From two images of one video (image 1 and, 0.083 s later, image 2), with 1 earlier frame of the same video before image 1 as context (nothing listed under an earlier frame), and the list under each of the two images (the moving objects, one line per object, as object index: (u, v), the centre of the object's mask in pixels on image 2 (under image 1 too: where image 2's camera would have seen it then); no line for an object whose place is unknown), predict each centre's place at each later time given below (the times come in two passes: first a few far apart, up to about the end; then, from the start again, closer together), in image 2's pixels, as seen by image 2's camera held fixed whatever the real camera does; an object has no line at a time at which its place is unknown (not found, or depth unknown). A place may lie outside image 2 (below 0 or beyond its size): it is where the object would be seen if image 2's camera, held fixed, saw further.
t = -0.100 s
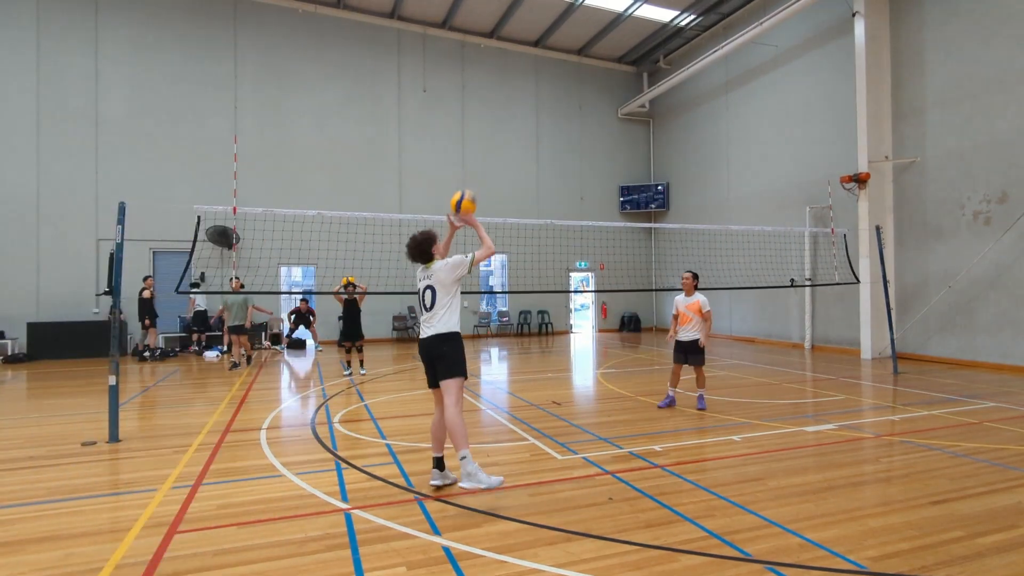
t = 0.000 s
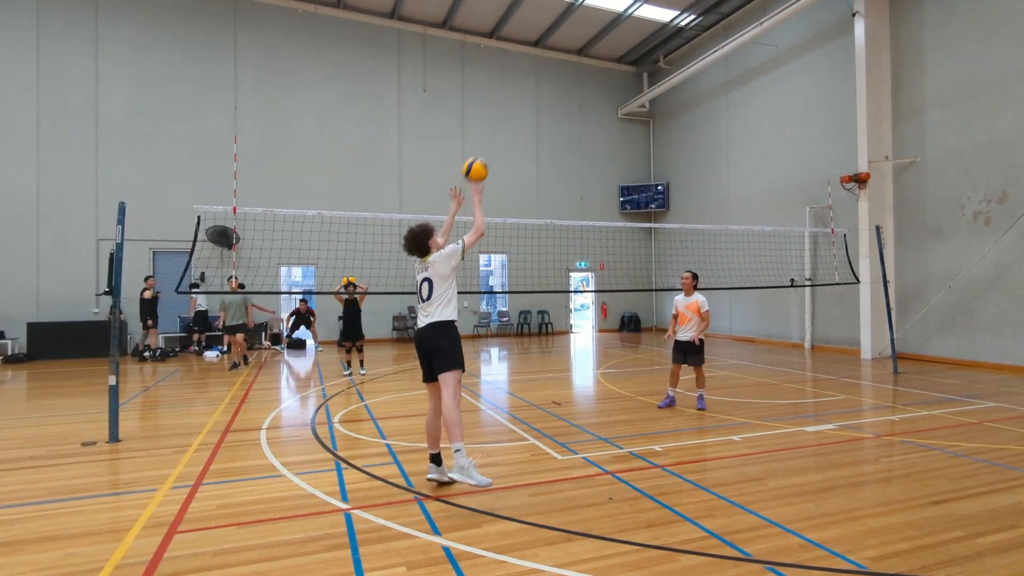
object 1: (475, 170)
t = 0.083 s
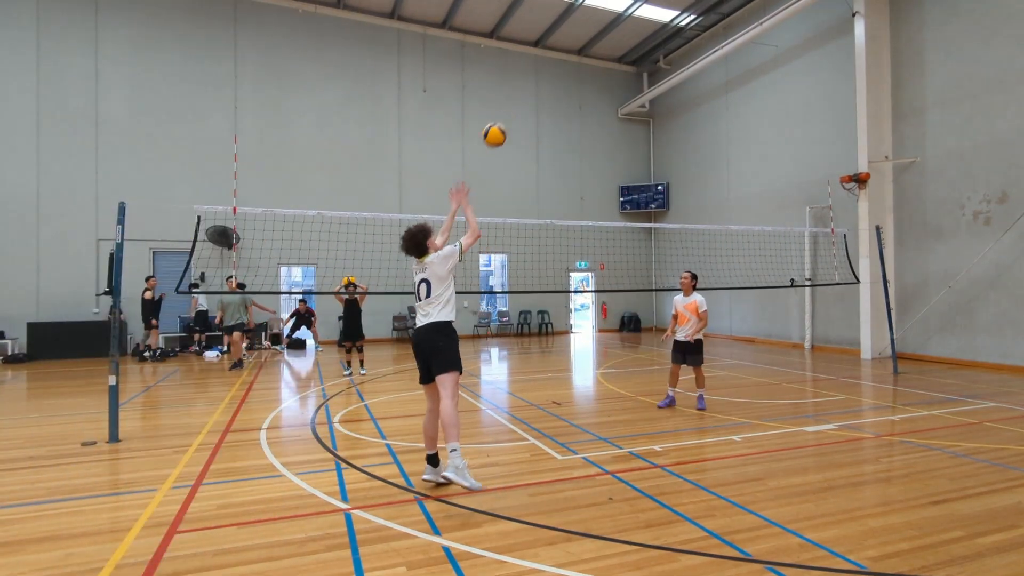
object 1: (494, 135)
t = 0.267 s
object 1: (532, 90)
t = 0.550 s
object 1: (577, 95)
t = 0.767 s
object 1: (606, 142)
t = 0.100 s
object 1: (498, 129)
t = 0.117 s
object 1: (501, 124)
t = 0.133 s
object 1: (505, 118)
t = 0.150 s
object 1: (509, 113)
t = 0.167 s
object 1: (513, 109)
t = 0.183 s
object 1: (516, 105)
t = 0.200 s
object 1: (519, 102)
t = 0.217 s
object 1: (523, 98)
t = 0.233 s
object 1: (526, 95)
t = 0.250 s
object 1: (529, 93)
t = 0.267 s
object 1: (532, 90)
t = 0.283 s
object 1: (535, 88)
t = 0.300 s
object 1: (538, 87)
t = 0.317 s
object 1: (541, 85)
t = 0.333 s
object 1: (543, 84)
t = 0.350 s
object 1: (546, 83)
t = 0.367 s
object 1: (549, 83)
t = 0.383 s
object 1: (552, 83)
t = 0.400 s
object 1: (555, 83)
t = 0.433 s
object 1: (560, 84)
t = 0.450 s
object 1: (562, 85)
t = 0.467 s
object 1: (565, 86)
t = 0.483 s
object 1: (567, 87)
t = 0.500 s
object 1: (570, 89)
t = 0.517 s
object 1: (572, 90)
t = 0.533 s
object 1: (574, 93)
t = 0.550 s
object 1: (577, 95)
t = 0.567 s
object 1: (579, 97)
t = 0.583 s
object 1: (581, 100)
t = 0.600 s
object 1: (584, 103)
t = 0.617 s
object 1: (586, 106)
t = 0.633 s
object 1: (588, 109)
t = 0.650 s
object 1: (590, 112)
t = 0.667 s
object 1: (593, 116)
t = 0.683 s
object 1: (595, 120)
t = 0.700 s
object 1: (597, 124)
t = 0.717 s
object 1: (599, 128)
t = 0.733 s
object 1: (601, 132)
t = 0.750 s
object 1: (603, 137)
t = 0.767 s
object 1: (606, 142)
